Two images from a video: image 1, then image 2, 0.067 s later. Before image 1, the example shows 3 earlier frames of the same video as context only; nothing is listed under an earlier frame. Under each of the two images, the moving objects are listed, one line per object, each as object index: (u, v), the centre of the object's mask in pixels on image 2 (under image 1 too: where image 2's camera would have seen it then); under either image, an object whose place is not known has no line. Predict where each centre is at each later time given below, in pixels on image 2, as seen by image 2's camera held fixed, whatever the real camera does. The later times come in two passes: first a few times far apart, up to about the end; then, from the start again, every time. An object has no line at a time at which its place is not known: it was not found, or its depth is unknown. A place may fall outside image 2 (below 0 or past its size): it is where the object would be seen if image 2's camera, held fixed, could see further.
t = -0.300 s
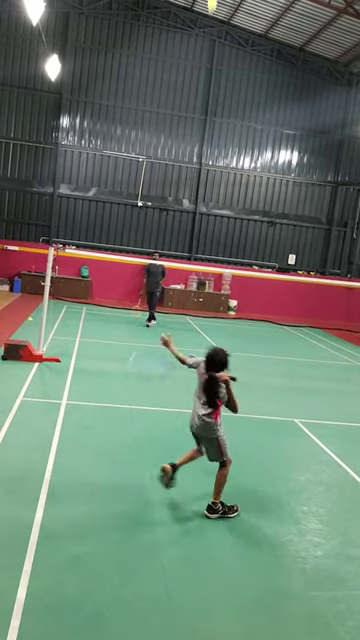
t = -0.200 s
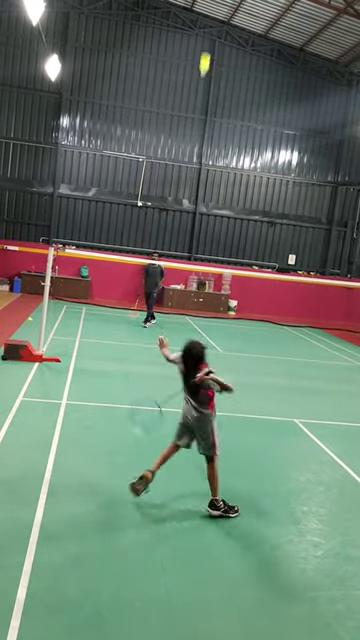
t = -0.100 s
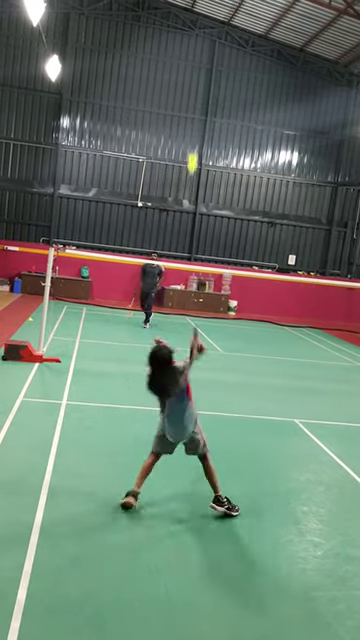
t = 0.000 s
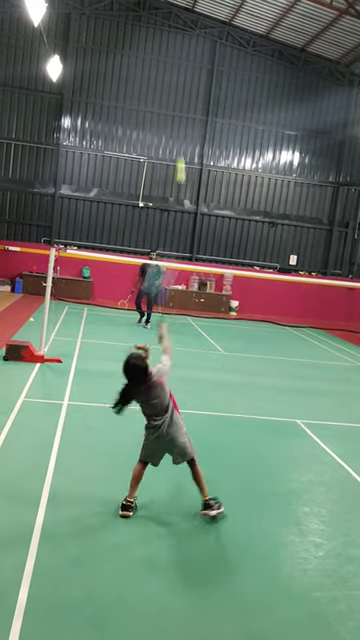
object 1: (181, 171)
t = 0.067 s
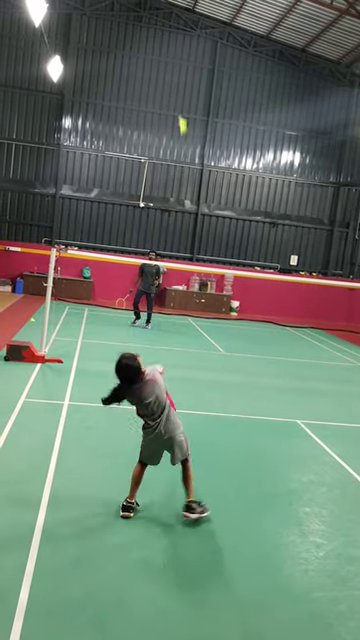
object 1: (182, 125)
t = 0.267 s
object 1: (172, 72)
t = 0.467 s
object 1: (166, 82)
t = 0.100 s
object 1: (178, 107)
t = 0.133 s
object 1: (176, 96)
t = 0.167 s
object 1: (175, 82)
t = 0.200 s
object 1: (175, 77)
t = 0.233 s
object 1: (173, 73)
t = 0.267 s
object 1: (172, 72)
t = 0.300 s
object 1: (172, 71)
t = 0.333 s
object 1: (170, 72)
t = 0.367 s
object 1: (169, 74)
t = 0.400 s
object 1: (168, 76)
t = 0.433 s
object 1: (168, 79)
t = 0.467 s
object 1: (166, 82)
